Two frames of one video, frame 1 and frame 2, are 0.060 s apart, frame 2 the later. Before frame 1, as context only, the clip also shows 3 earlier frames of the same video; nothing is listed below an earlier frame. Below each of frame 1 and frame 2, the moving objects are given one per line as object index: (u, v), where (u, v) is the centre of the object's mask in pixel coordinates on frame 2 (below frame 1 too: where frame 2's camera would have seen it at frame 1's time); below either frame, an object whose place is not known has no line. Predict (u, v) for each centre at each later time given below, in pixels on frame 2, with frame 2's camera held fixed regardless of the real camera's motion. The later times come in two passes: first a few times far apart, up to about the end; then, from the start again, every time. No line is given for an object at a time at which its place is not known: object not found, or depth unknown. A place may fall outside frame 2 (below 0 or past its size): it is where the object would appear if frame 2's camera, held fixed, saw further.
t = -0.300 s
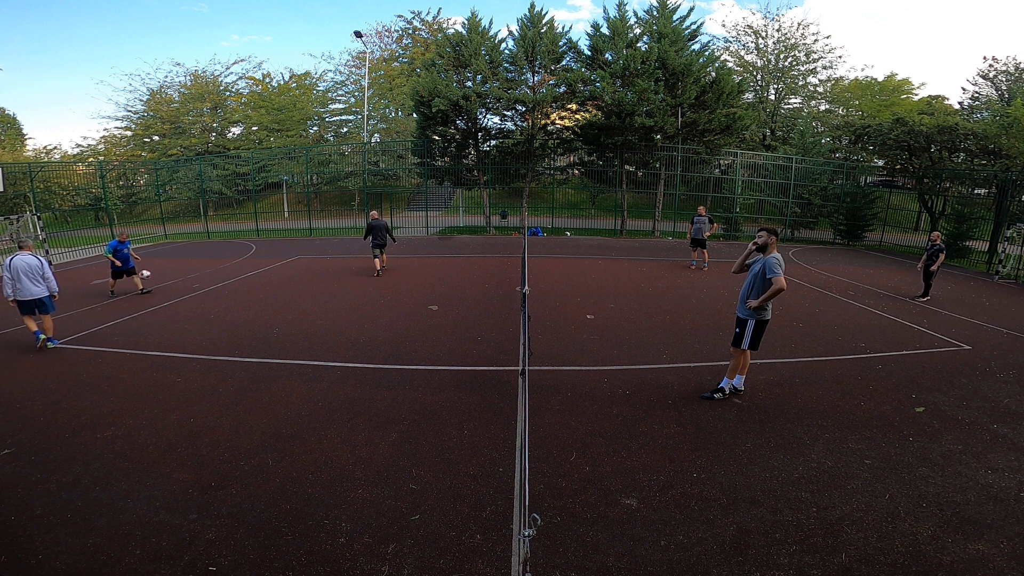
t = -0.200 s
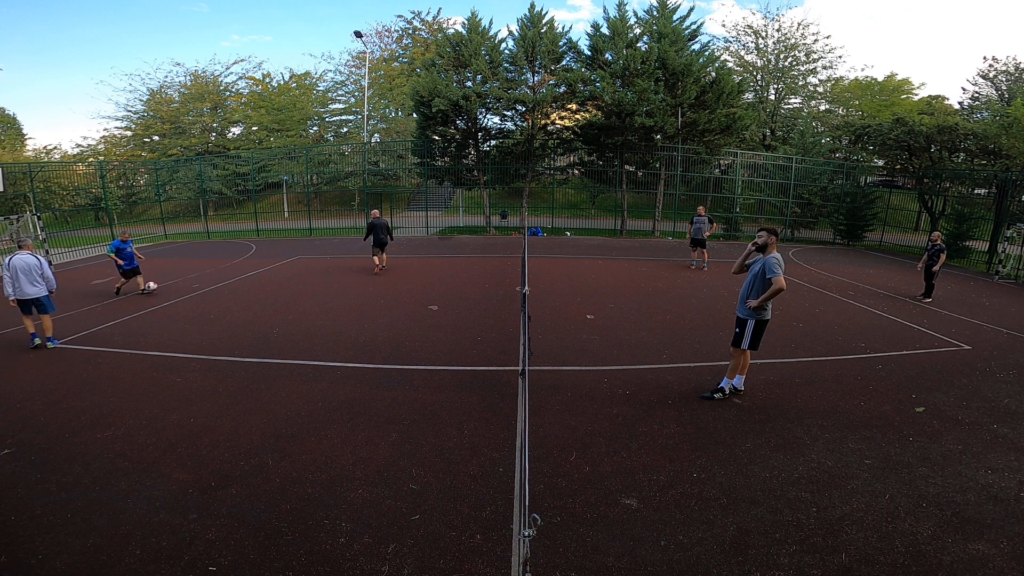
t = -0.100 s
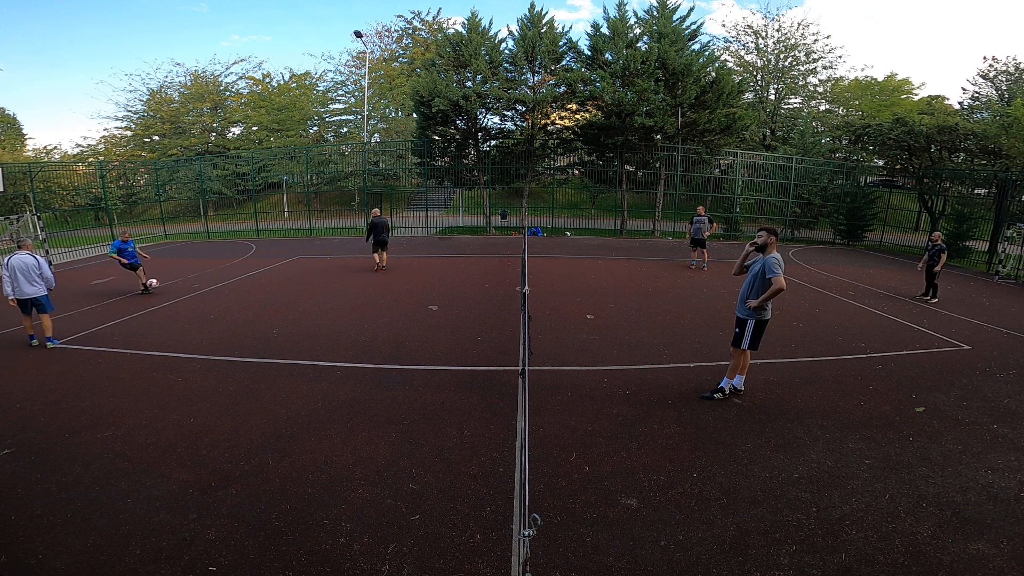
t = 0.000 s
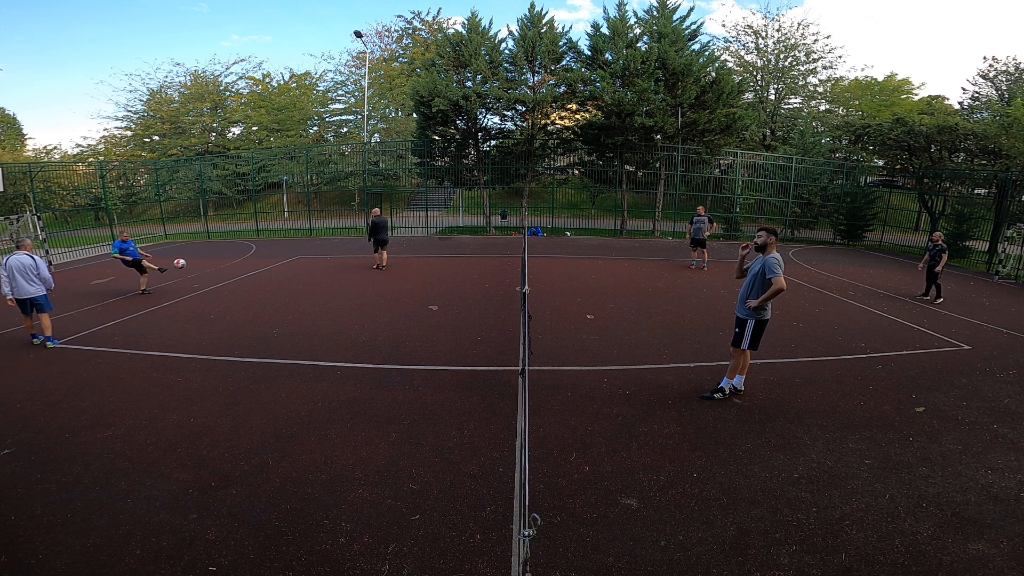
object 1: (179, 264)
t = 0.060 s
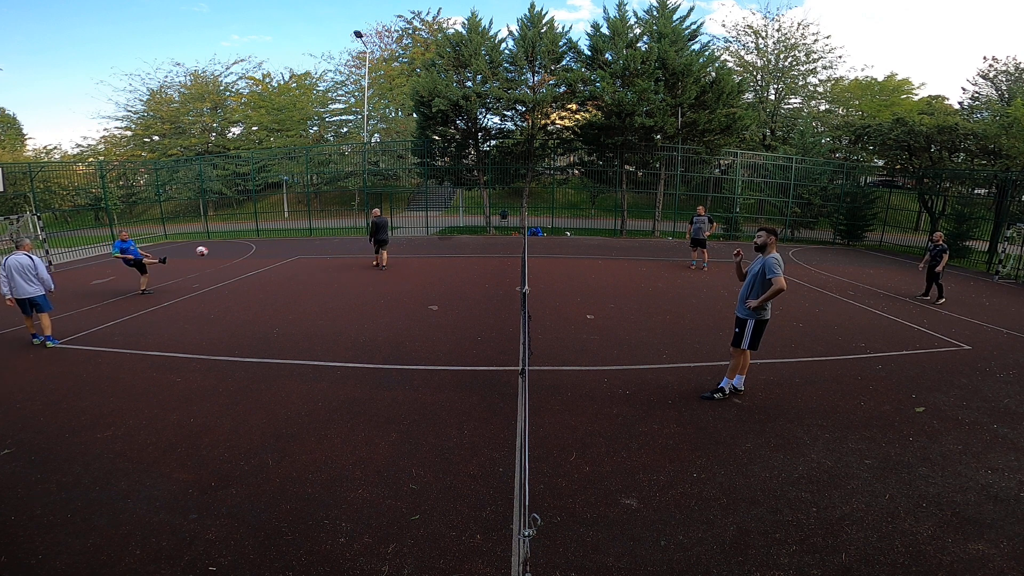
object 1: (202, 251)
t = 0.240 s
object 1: (278, 221)
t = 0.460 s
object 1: (393, 201)
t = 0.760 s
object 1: (575, 220)
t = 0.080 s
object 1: (209, 247)
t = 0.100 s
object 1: (217, 244)
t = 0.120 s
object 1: (225, 240)
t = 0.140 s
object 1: (233, 236)
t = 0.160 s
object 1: (242, 233)
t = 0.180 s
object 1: (250, 229)
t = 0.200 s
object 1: (259, 226)
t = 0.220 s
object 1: (268, 224)
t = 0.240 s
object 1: (278, 221)
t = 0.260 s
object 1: (287, 218)
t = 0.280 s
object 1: (297, 215)
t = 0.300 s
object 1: (307, 213)
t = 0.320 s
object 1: (317, 211)
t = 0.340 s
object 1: (328, 209)
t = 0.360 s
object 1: (338, 207)
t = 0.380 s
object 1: (349, 205)
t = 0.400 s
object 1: (360, 203)
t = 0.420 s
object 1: (371, 202)
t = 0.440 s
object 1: (382, 201)
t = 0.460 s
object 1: (393, 201)
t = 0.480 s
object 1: (405, 200)
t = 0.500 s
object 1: (416, 200)
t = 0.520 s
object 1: (428, 200)
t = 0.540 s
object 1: (440, 200)
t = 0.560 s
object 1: (452, 200)
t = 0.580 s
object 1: (464, 201)
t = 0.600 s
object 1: (476, 202)
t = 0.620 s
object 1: (488, 203)
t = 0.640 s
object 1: (501, 204)
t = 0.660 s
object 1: (513, 206)
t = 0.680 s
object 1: (525, 208)
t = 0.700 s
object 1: (538, 210)
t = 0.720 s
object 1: (550, 213)
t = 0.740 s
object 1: (563, 216)
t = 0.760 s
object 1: (575, 220)
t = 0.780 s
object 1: (587, 223)
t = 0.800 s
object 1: (600, 226)
